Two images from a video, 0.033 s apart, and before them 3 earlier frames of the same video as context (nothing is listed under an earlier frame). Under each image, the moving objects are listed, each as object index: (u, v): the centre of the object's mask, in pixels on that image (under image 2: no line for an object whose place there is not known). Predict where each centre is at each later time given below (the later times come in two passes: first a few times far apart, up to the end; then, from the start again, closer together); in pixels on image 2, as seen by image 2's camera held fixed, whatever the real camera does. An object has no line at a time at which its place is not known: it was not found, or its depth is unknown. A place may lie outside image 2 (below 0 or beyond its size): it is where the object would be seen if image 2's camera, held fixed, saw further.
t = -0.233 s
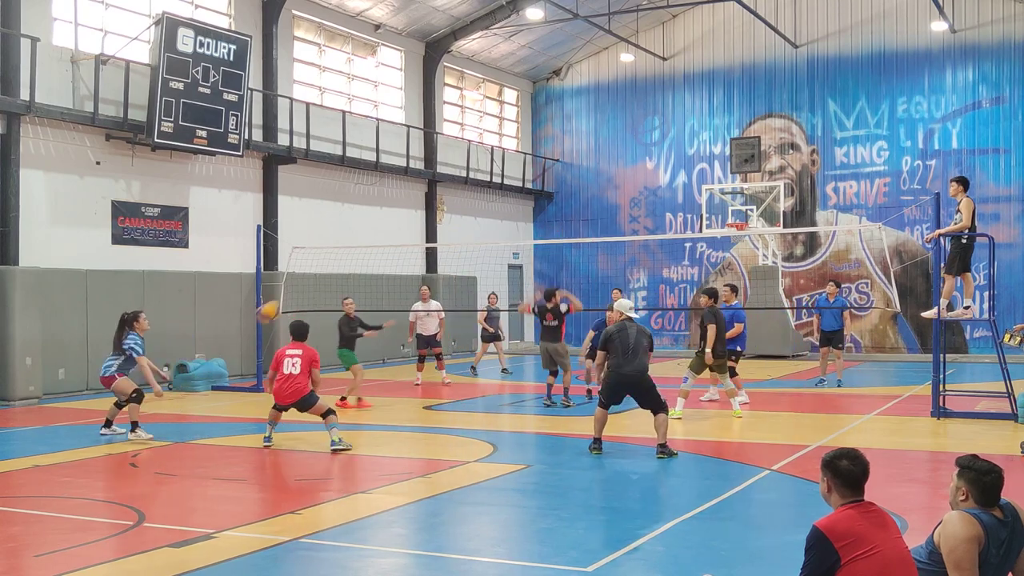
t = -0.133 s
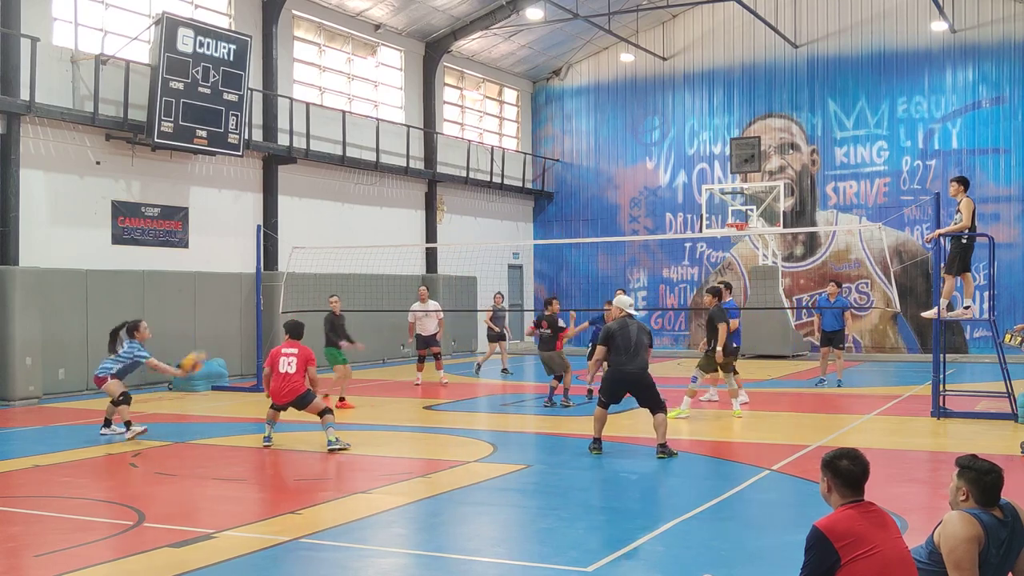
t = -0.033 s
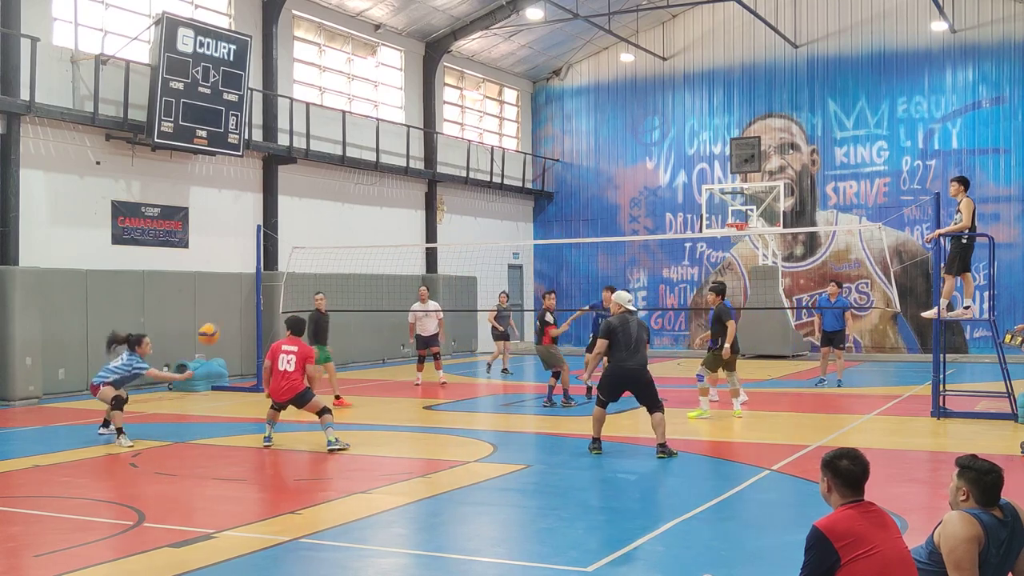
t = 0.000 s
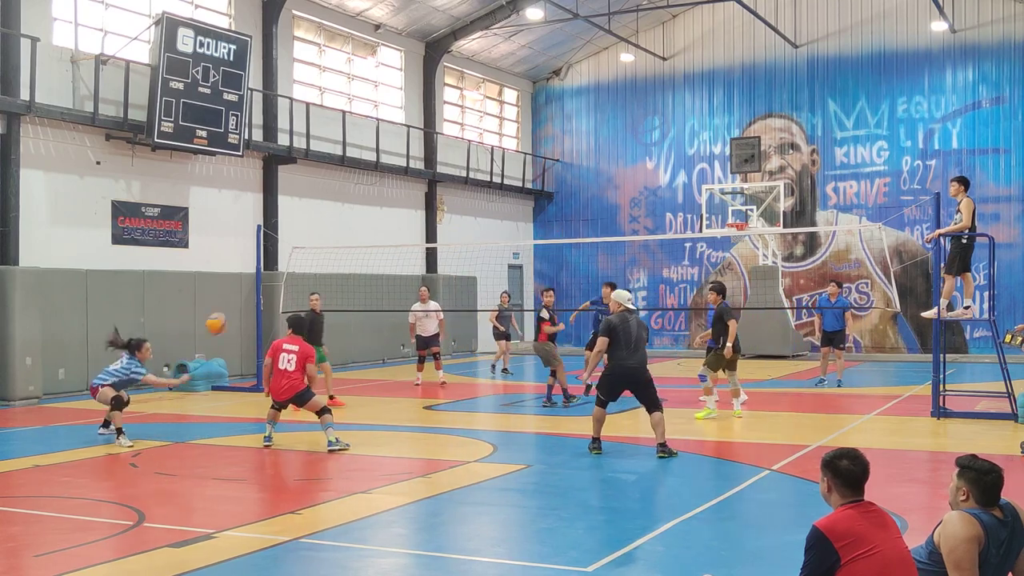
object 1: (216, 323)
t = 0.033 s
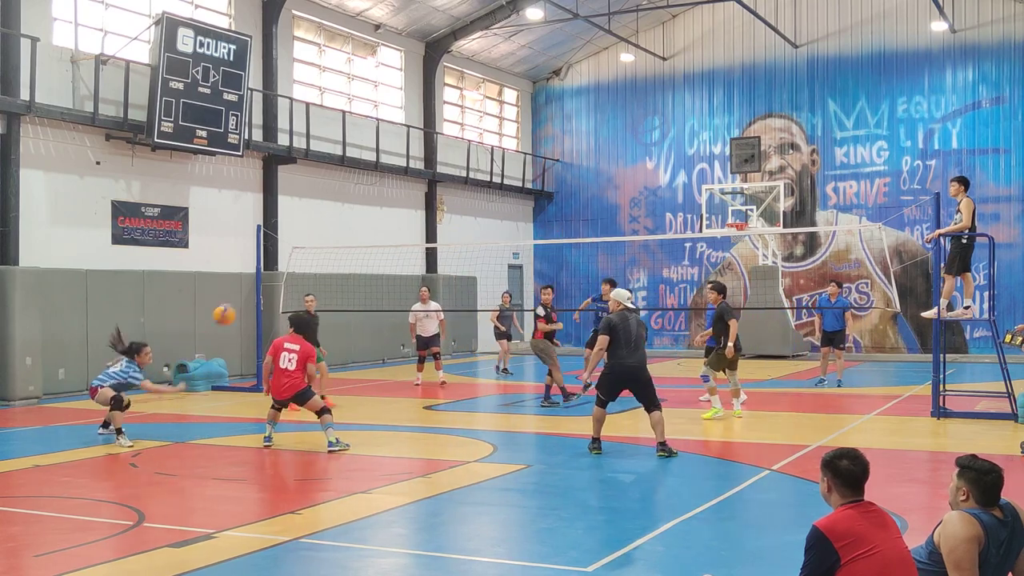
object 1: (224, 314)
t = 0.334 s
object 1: (305, 275)
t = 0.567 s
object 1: (386, 311)
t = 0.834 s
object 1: (509, 454)
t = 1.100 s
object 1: (560, 412)
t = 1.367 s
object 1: (584, 364)
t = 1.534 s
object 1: (602, 395)
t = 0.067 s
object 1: (232, 306)
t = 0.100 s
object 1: (241, 298)
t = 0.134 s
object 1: (249, 292)
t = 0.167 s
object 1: (258, 286)
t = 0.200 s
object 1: (267, 282)
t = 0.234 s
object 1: (276, 279)
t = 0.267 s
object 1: (285, 276)
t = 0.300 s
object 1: (296, 275)
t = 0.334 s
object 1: (305, 275)
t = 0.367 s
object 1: (317, 276)
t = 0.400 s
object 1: (327, 279)
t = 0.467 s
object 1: (350, 287)
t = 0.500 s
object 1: (361, 293)
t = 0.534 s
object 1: (374, 301)
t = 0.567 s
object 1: (386, 311)
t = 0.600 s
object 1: (401, 323)
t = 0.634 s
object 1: (414, 335)
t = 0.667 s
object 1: (430, 351)
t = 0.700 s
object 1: (444, 367)
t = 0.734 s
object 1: (459, 388)
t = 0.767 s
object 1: (474, 408)
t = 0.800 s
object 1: (494, 430)
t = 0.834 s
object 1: (509, 454)
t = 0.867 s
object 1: (528, 484)
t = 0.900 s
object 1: (546, 510)
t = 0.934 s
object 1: (548, 491)
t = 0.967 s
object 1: (550, 473)
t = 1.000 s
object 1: (552, 456)
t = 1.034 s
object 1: (555, 442)
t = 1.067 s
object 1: (557, 425)
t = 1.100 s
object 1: (560, 412)
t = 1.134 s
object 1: (563, 401)
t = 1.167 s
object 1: (566, 390)
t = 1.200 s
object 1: (568, 381)
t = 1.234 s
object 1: (572, 375)
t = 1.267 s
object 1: (574, 369)
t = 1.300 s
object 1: (577, 366)
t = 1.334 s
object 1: (581, 364)
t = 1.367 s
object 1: (584, 364)
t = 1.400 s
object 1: (587, 366)
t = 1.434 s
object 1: (590, 369)
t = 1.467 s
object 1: (594, 376)
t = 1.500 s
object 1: (598, 383)
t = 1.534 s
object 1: (602, 395)
